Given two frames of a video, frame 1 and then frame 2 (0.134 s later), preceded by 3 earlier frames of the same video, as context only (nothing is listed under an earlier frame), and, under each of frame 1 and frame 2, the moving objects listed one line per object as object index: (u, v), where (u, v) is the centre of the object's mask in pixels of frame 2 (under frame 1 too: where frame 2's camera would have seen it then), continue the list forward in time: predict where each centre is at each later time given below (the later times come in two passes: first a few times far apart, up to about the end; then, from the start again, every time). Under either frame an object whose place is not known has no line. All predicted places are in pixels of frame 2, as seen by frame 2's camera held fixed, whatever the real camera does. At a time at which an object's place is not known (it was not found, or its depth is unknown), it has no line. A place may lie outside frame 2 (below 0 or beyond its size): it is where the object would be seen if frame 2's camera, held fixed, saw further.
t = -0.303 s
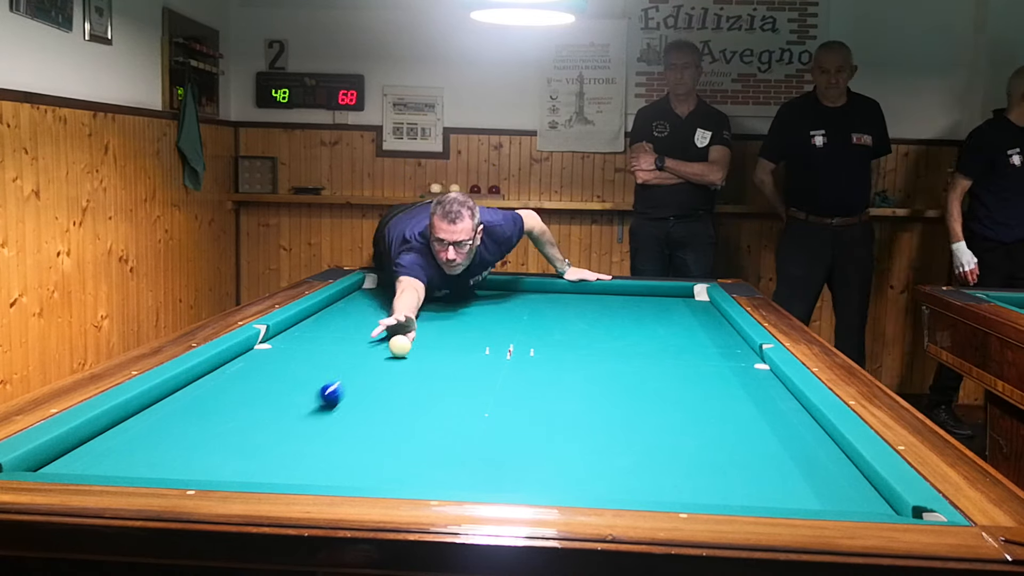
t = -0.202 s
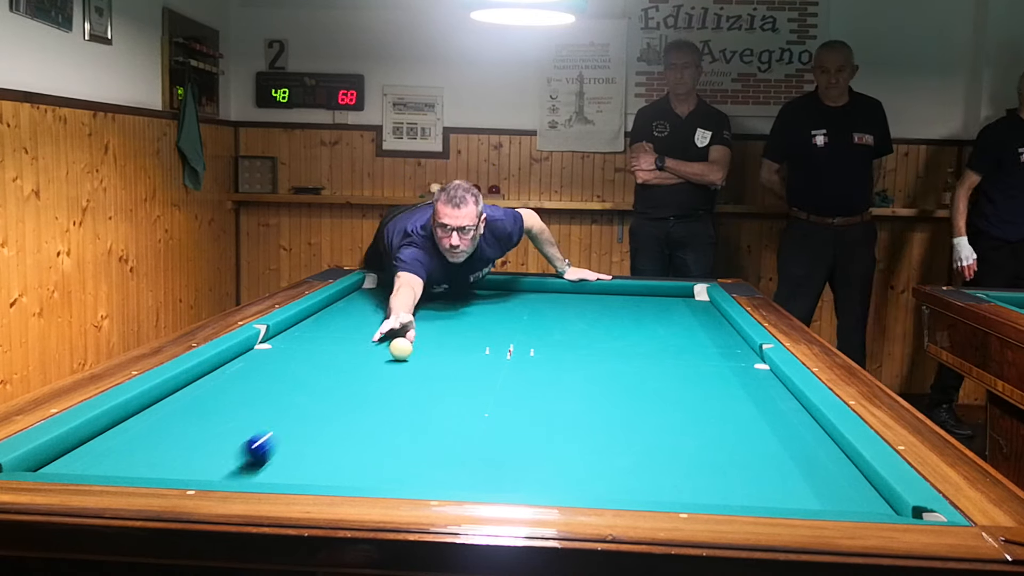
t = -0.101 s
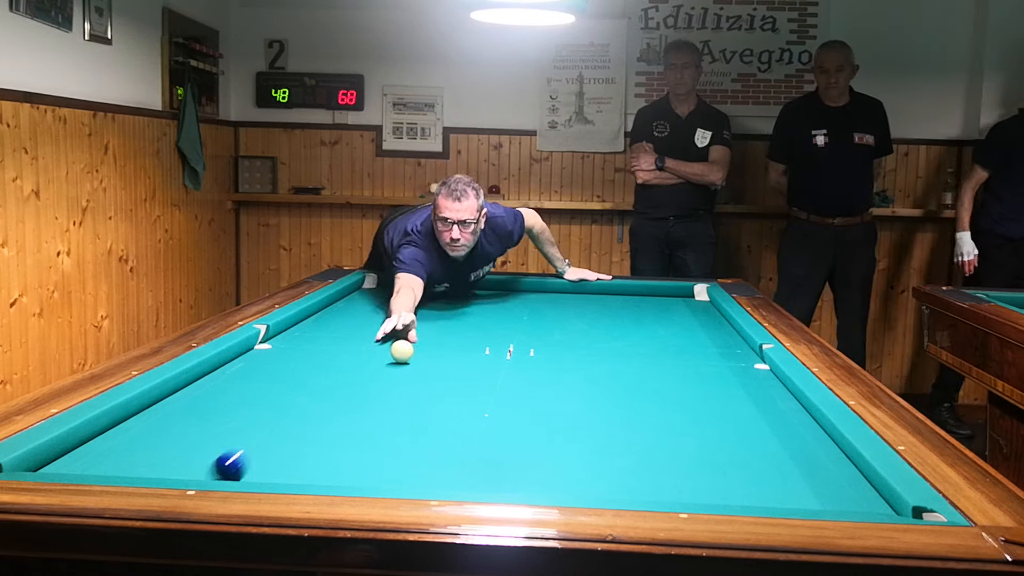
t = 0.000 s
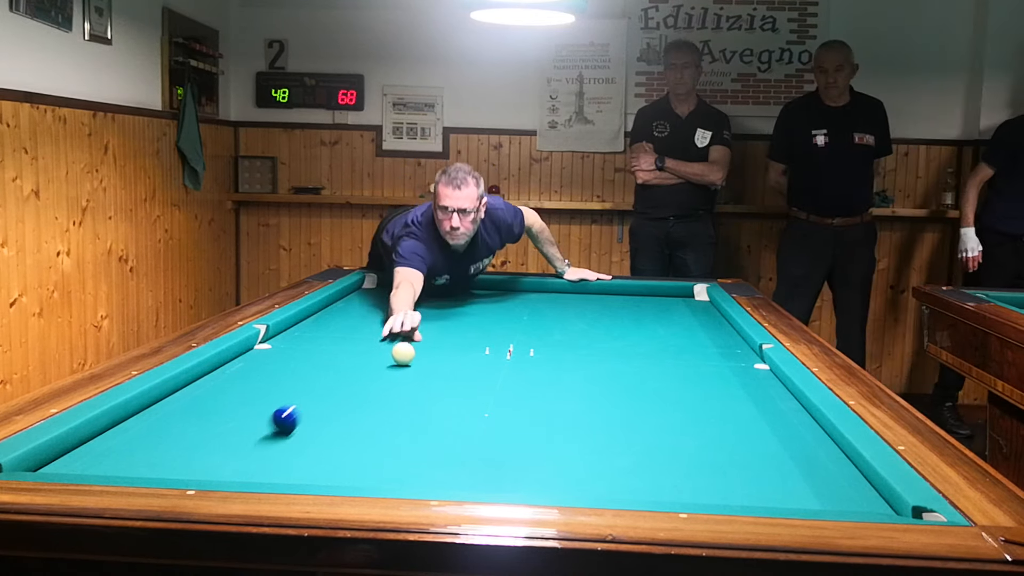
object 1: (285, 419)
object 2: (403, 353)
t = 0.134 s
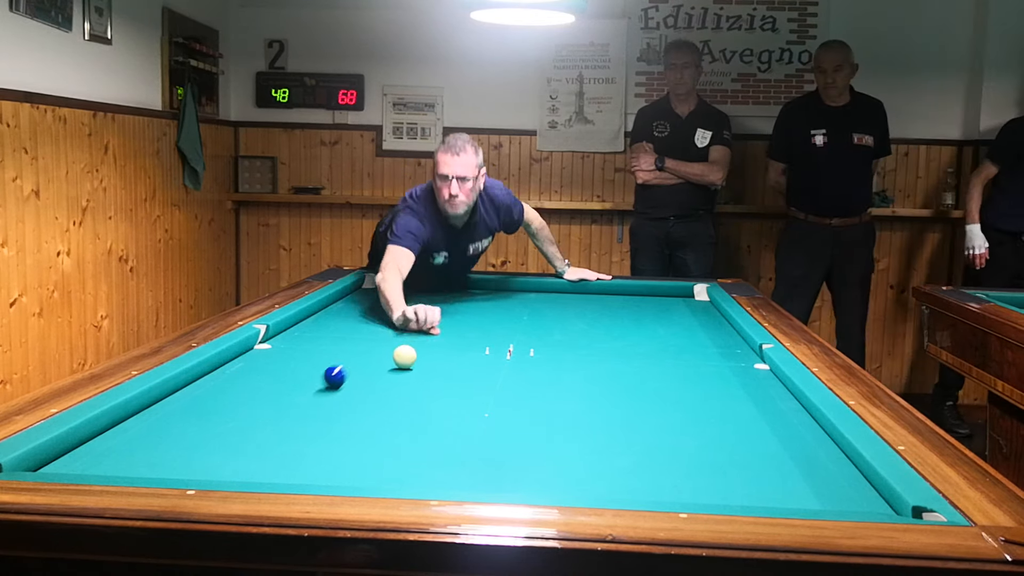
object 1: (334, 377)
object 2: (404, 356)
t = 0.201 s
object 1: (352, 361)
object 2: (405, 358)
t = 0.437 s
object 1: (396, 323)
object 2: (408, 364)
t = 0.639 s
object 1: (421, 302)
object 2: (411, 369)
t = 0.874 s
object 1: (441, 284)
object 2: (413, 375)
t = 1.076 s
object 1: (429, 296)
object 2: (416, 380)
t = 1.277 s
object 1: (418, 308)
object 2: (419, 385)
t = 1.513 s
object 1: (403, 323)
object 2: (422, 391)
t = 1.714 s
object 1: (388, 338)
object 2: (425, 396)
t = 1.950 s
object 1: (367, 360)
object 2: (429, 402)
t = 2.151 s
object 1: (344, 383)
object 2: (432, 408)
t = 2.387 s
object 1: (311, 416)
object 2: (436, 414)
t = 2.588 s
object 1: (273, 454)
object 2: (438, 419)
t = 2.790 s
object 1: (238, 477)
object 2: (441, 425)
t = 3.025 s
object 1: (280, 451)
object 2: (444, 431)
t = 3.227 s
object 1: (307, 428)
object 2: (446, 436)
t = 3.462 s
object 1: (333, 405)
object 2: (450, 442)
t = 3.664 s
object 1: (352, 388)
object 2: (452, 447)
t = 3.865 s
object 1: (368, 374)
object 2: (454, 451)
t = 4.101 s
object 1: (384, 360)
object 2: (457, 457)
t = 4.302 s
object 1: (397, 349)
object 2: (460, 461)
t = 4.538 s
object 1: (409, 338)
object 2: (462, 466)
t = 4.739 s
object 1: (419, 330)
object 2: (464, 471)
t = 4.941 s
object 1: (427, 322)
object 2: (466, 474)
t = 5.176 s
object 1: (436, 315)
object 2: (468, 476)
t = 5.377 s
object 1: (443, 309)
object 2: (470, 478)
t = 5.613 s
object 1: (451, 302)
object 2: (472, 480)
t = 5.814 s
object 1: (457, 298)
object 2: (474, 481)
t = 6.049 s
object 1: (463, 292)
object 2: (476, 482)
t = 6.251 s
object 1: (468, 289)
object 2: (478, 483)
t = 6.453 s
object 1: (472, 285)
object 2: (478, 484)
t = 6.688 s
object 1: (470, 288)
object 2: (478, 484)
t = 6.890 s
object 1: (468, 290)
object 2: (479, 485)
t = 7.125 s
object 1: (466, 293)
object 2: (479, 485)
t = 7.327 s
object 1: (465, 295)
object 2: (479, 485)
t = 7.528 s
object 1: (463, 297)
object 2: (479, 485)
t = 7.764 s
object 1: (461, 300)
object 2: (479, 485)
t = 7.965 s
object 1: (460, 302)
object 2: (479, 485)
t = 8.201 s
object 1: (458, 305)
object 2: (479, 485)
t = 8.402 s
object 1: (456, 307)
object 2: (479, 485)
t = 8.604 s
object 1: (454, 309)
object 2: (479, 485)
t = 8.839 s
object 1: (452, 312)
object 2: (479, 485)
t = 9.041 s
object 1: (450, 314)
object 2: (480, 485)
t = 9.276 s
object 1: (449, 316)
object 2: (479, 485)
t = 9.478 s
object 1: (448, 318)
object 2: (479, 485)
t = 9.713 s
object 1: (446, 321)
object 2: (479, 485)
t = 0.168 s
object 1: (344, 369)
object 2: (405, 357)
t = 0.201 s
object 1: (352, 361)
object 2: (405, 358)
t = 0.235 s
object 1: (360, 354)
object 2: (406, 359)
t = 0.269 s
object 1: (367, 348)
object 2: (406, 360)
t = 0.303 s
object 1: (374, 342)
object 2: (406, 361)
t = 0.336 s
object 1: (380, 337)
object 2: (407, 361)
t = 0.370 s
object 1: (386, 332)
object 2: (407, 362)
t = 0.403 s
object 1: (391, 328)
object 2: (408, 363)
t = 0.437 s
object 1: (396, 323)
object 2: (408, 364)
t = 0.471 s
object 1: (400, 319)
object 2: (408, 365)
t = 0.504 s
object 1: (405, 316)
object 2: (409, 365)
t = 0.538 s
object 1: (409, 312)
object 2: (409, 366)
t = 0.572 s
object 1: (413, 308)
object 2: (410, 367)
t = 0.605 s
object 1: (417, 305)
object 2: (410, 368)
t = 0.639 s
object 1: (421, 302)
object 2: (411, 369)
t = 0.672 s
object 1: (424, 299)
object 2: (411, 370)
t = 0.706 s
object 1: (428, 296)
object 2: (411, 370)
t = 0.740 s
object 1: (431, 293)
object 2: (412, 371)
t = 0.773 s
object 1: (434, 291)
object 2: (412, 372)
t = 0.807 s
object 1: (437, 288)
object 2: (413, 373)
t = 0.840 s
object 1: (440, 286)
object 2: (413, 374)
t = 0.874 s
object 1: (441, 284)
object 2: (413, 375)
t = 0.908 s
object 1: (440, 286)
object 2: (414, 376)
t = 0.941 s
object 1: (437, 288)
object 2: (414, 376)
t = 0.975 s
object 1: (435, 290)
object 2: (415, 377)
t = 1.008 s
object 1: (433, 292)
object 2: (415, 378)
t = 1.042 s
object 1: (431, 294)
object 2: (416, 379)
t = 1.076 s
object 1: (429, 296)
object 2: (416, 380)
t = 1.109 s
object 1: (427, 298)
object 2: (417, 381)
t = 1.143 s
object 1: (425, 300)
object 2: (417, 382)
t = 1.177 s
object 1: (423, 302)
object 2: (417, 382)
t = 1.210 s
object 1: (421, 304)
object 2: (418, 383)
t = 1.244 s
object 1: (419, 306)
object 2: (418, 384)
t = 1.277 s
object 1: (418, 308)
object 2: (419, 385)
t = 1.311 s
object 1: (416, 310)
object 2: (419, 386)
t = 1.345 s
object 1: (414, 312)
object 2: (420, 387)
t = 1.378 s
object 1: (412, 314)
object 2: (420, 388)
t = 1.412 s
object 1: (410, 316)
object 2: (421, 389)
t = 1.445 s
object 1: (407, 319)
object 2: (421, 389)
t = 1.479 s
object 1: (405, 321)
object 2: (422, 390)
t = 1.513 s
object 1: (403, 323)
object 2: (422, 391)
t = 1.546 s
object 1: (401, 325)
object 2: (423, 392)
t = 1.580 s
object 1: (398, 328)
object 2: (423, 393)
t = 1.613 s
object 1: (396, 330)
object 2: (424, 394)
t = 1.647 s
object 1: (393, 333)
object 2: (424, 395)
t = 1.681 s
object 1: (391, 336)
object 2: (425, 395)
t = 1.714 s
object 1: (388, 338)
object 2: (425, 396)
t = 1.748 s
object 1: (385, 341)
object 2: (426, 397)
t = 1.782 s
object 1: (382, 344)
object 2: (426, 398)
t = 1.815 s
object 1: (379, 347)
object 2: (427, 399)
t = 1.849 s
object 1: (376, 350)
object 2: (428, 400)
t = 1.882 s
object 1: (373, 353)
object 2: (428, 401)
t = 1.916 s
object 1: (370, 356)
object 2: (429, 402)
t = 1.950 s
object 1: (367, 360)
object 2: (429, 402)
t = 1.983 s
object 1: (363, 363)
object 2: (430, 403)
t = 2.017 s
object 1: (360, 367)
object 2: (430, 404)
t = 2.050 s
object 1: (356, 371)
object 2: (431, 405)
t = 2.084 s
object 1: (352, 375)
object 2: (431, 406)
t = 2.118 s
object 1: (348, 378)
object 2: (432, 407)
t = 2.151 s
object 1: (344, 383)
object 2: (432, 408)
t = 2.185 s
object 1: (340, 387)
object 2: (433, 409)
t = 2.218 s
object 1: (335, 391)
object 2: (433, 410)
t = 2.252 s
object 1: (331, 396)
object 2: (434, 410)
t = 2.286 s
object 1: (326, 400)
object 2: (434, 411)
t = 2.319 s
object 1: (321, 405)
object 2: (434, 412)
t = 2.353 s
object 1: (316, 411)
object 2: (435, 413)
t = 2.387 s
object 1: (311, 416)
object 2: (436, 414)
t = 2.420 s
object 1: (305, 422)
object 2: (436, 415)
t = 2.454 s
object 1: (299, 428)
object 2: (436, 416)
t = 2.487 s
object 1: (293, 434)
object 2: (437, 417)
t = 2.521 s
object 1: (286, 440)
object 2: (437, 417)
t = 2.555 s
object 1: (280, 447)
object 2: (438, 418)
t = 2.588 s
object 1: (273, 454)
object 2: (438, 419)
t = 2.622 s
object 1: (265, 461)
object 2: (439, 420)
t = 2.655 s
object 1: (258, 467)
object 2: (439, 421)
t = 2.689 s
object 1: (250, 471)
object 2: (440, 422)
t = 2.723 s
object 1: (242, 475)
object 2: (440, 423)
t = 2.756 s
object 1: (234, 479)
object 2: (441, 424)
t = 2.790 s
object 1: (238, 477)
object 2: (441, 425)
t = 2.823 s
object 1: (245, 474)
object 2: (441, 426)
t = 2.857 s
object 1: (252, 472)
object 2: (442, 426)
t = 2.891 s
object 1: (258, 469)
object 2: (442, 427)
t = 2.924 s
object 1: (264, 465)
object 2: (443, 428)
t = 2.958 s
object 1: (270, 460)
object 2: (443, 429)
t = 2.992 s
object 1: (275, 455)
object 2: (444, 430)
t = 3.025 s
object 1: (280, 451)
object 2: (444, 431)
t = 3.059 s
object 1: (285, 447)
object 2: (445, 431)
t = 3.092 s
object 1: (290, 443)
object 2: (445, 432)
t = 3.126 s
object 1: (294, 439)
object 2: (445, 433)
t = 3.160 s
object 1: (299, 435)
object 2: (446, 434)
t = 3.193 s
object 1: (303, 431)
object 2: (446, 435)
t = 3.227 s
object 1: (307, 428)
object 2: (446, 436)
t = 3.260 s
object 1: (311, 424)
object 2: (447, 437)
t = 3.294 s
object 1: (315, 421)
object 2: (447, 438)
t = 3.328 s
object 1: (319, 417)
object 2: (448, 438)
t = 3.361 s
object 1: (323, 414)
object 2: (448, 439)
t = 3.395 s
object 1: (326, 411)
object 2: (449, 440)
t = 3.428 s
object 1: (330, 408)
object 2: (449, 441)
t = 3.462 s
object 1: (333, 405)
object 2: (450, 442)
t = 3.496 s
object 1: (336, 402)
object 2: (450, 442)
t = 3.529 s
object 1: (340, 399)
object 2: (450, 443)
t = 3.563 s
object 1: (343, 396)
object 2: (451, 444)
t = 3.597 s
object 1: (346, 393)
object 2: (451, 445)
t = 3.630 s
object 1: (349, 391)
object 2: (452, 446)
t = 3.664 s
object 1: (352, 388)
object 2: (452, 447)
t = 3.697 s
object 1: (355, 386)
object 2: (453, 447)
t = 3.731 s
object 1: (357, 383)
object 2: (453, 448)
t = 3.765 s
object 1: (360, 381)
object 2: (453, 449)
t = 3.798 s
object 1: (363, 378)
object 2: (454, 450)
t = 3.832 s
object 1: (365, 376)
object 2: (454, 450)
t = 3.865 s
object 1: (368, 374)
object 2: (454, 451)
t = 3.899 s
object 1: (370, 372)
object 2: (455, 452)
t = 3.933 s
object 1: (373, 370)
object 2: (455, 453)
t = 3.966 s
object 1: (375, 368)
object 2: (456, 454)
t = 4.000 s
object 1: (377, 365)
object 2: (456, 454)
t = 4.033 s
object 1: (380, 363)
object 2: (456, 455)
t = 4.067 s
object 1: (382, 362)
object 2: (457, 456)
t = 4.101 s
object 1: (384, 360)
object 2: (457, 457)
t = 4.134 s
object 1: (386, 358)
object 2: (458, 457)
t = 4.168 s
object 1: (388, 356)
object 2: (458, 458)
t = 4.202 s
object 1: (391, 354)
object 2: (458, 459)
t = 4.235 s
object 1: (393, 352)
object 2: (459, 460)
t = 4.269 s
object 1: (395, 351)
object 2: (459, 461)
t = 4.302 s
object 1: (397, 349)
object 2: (460, 461)
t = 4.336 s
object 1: (398, 347)
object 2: (460, 462)
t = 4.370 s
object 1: (400, 346)
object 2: (460, 463)
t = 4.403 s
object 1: (402, 344)
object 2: (460, 463)
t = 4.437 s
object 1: (404, 343)
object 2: (461, 464)
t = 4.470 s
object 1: (406, 341)
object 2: (461, 465)
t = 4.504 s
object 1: (407, 339)
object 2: (462, 466)
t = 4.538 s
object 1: (409, 338)
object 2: (462, 466)
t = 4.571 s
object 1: (411, 337)
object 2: (462, 467)
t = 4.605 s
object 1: (412, 335)
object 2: (463, 468)
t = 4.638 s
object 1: (414, 334)
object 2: (463, 469)
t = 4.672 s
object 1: (416, 332)
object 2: (464, 469)
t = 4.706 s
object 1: (417, 331)
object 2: (464, 470)
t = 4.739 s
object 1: (419, 330)
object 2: (464, 471)
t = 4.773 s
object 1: (420, 328)
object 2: (465, 471)
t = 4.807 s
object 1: (422, 327)
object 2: (465, 472)
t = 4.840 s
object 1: (423, 326)
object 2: (465, 472)
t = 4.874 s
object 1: (425, 325)
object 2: (466, 473)
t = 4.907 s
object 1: (426, 324)
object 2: (466, 473)
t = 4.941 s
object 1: (427, 322)
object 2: (466, 474)
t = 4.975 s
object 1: (429, 321)
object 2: (467, 474)
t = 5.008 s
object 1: (430, 320)
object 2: (467, 474)
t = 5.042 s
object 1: (431, 319)
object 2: (467, 475)
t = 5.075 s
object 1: (433, 318)
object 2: (467, 475)
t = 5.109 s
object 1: (434, 317)
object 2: (468, 476)
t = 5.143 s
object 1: (435, 316)
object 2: (468, 476)
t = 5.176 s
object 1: (436, 315)
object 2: (468, 476)
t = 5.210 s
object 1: (438, 314)
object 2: (469, 477)
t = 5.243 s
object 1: (439, 313)
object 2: (469, 477)
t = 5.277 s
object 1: (440, 312)
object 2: (469, 477)
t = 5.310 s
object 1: (441, 311)
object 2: (470, 478)
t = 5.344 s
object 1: (442, 310)
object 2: (470, 478)
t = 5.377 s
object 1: (443, 309)
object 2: (470, 478)
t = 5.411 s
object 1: (444, 308)
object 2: (470, 478)
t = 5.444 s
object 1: (446, 307)
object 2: (471, 479)
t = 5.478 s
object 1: (447, 306)
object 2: (471, 479)
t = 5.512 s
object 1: (448, 305)
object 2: (472, 479)
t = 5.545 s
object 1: (449, 304)
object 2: (472, 480)
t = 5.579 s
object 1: (450, 303)
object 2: (472, 480)
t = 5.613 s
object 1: (451, 302)
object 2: (472, 480)
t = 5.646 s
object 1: (452, 302)
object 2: (473, 480)
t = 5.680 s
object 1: (453, 301)
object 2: (473, 480)
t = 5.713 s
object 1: (454, 300)
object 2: (473, 481)
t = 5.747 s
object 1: (455, 299)
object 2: (474, 481)
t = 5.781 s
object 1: (456, 298)
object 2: (474, 481)
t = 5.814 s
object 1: (457, 298)
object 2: (474, 481)
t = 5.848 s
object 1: (458, 297)
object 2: (475, 481)
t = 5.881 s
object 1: (458, 296)
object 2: (475, 482)
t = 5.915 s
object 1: (459, 295)
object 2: (475, 482)
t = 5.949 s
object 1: (460, 295)
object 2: (476, 482)
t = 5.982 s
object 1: (461, 294)
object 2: (476, 482)
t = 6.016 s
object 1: (462, 293)
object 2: (476, 482)
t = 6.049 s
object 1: (463, 292)
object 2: (476, 482)
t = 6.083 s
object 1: (464, 292)
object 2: (477, 482)
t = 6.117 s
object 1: (465, 291)
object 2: (477, 483)
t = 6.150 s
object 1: (465, 291)
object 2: (477, 483)
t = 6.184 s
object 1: (466, 290)
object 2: (477, 483)
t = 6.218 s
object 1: (467, 289)
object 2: (477, 483)
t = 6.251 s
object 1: (468, 289)
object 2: (478, 483)
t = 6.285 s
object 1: (468, 288)
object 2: (478, 483)
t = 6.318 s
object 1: (469, 287)
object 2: (478, 483)
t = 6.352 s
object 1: (470, 287)
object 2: (478, 484)
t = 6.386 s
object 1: (471, 286)
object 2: (478, 484)
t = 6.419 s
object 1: (471, 285)
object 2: (478, 484)
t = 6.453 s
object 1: (472, 285)
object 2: (478, 484)
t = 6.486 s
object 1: (471, 286)
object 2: (478, 484)
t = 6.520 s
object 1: (471, 286)
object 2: (478, 484)
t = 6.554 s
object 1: (471, 286)
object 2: (478, 484)
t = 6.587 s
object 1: (471, 286)
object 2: (478, 484)
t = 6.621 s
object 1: (471, 287)
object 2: (478, 484)
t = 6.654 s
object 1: (470, 287)
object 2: (478, 484)
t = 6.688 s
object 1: (470, 288)
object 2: (478, 484)
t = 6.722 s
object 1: (469, 288)
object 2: (478, 484)
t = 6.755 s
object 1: (469, 289)
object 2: (479, 484)
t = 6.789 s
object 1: (469, 289)
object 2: (479, 485)
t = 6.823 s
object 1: (469, 289)
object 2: (479, 485)
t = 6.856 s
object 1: (468, 290)
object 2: (479, 485)
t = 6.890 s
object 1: (468, 290)
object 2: (479, 485)
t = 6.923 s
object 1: (468, 290)
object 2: (479, 485)
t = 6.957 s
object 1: (467, 291)
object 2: (479, 485)
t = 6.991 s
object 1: (467, 291)
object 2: (479, 485)
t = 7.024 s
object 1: (467, 291)
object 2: (479, 485)
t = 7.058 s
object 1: (467, 292)
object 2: (479, 485)
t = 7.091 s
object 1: (466, 292)
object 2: (479, 485)
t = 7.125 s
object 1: (466, 293)
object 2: (479, 485)
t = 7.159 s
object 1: (466, 293)
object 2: (479, 485)
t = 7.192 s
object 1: (466, 293)
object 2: (479, 485)
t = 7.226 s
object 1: (465, 294)
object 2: (479, 485)
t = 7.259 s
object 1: (465, 294)
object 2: (479, 485)
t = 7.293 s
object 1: (465, 294)
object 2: (479, 485)
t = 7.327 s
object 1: (465, 295)
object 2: (479, 485)
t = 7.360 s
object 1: (464, 295)
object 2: (479, 485)
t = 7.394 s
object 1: (464, 295)
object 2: (479, 485)
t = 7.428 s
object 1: (464, 296)
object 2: (479, 485)
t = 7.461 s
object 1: (463, 296)
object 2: (479, 485)
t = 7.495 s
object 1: (463, 297)
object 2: (479, 485)
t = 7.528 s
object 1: (463, 297)
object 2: (479, 485)
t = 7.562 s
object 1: (463, 297)
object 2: (479, 485)
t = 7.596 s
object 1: (462, 298)
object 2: (479, 485)
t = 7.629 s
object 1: (462, 298)
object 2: (479, 485)
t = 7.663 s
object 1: (462, 298)
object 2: (479, 485)
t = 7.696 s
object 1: (462, 299)
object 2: (479, 485)
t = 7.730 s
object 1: (461, 299)
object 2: (479, 485)
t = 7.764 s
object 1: (461, 300)
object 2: (479, 485)
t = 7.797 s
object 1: (461, 300)
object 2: (479, 485)
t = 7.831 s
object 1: (461, 300)
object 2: (479, 485)
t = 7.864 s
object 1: (460, 301)
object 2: (479, 485)
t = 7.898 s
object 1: (460, 301)
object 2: (479, 485)
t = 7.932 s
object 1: (460, 301)
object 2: (479, 485)
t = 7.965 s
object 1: (460, 302)
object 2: (479, 485)
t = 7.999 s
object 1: (459, 302)
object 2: (479, 485)
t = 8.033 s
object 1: (459, 303)
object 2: (479, 485)
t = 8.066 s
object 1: (459, 303)
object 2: (479, 485)
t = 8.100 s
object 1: (459, 303)
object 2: (479, 485)
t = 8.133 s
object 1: (458, 304)
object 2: (479, 485)
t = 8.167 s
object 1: (458, 304)
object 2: (479, 485)
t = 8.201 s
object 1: (458, 305)
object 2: (479, 485)
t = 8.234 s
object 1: (458, 305)
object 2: (479, 485)
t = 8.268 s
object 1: (457, 305)
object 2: (479, 485)
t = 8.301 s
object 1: (457, 306)
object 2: (479, 485)
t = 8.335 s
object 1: (457, 306)
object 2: (479, 485)
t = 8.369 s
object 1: (456, 306)
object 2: (479, 485)
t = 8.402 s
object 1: (456, 307)
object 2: (479, 485)
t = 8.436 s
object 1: (456, 307)
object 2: (479, 485)
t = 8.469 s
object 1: (455, 307)
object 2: (479, 485)
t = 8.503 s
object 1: (455, 308)
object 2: (479, 485)
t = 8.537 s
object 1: (455, 308)
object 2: (479, 485)
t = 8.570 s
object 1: (454, 309)
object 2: (479, 485)
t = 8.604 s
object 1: (454, 309)
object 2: (479, 485)
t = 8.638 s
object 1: (454, 309)
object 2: (479, 485)
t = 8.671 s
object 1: (453, 310)
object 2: (479, 485)
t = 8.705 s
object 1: (453, 310)
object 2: (479, 485)
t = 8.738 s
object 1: (453, 310)
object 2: (479, 485)
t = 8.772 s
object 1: (452, 311)
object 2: (479, 485)
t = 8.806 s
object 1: (452, 311)
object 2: (479, 485)
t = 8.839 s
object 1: (452, 312)
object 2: (479, 485)
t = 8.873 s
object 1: (452, 312)
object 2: (479, 485)
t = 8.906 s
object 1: (451, 312)
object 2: (479, 485)
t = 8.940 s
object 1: (451, 313)
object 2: (479, 485)
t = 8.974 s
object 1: (451, 313)
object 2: (479, 485)
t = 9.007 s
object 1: (451, 313)
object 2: (479, 485)
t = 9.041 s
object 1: (450, 314)
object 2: (480, 485)
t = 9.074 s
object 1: (450, 314)
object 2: (479, 485)
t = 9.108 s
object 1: (450, 314)
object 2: (479, 485)
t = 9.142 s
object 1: (450, 315)
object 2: (479, 485)
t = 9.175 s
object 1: (450, 315)
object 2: (480, 485)
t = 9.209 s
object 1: (449, 315)
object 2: (479, 485)
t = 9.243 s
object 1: (449, 316)
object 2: (479, 485)
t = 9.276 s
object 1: (449, 316)
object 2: (479, 485)
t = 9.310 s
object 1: (449, 317)
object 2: (479, 485)
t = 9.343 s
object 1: (449, 317)
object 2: (479, 485)
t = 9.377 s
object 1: (448, 317)
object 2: (479, 485)
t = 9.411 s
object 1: (448, 318)
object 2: (479, 485)
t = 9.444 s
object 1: (448, 318)
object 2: (479, 485)
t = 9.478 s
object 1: (448, 318)
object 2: (479, 485)
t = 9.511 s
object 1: (448, 319)
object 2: (479, 485)
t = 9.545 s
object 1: (447, 319)
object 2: (479, 485)
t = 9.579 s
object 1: (447, 319)
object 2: (479, 485)
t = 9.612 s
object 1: (447, 320)
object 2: (479, 485)
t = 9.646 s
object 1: (447, 320)
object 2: (479, 485)
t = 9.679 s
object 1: (446, 320)
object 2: (479, 485)
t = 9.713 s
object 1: (446, 321)
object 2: (479, 485)
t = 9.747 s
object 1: (446, 321)
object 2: (479, 485)
